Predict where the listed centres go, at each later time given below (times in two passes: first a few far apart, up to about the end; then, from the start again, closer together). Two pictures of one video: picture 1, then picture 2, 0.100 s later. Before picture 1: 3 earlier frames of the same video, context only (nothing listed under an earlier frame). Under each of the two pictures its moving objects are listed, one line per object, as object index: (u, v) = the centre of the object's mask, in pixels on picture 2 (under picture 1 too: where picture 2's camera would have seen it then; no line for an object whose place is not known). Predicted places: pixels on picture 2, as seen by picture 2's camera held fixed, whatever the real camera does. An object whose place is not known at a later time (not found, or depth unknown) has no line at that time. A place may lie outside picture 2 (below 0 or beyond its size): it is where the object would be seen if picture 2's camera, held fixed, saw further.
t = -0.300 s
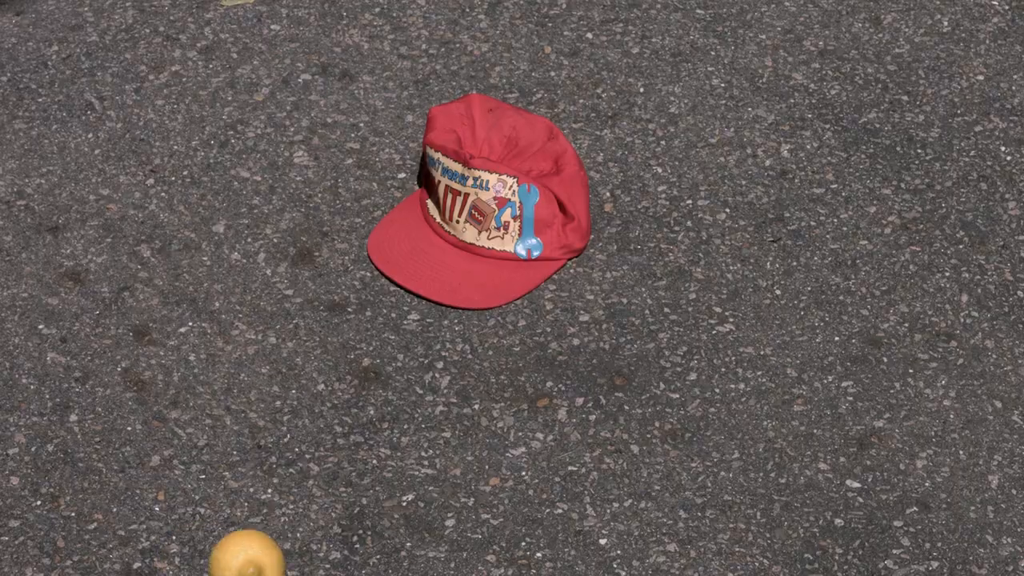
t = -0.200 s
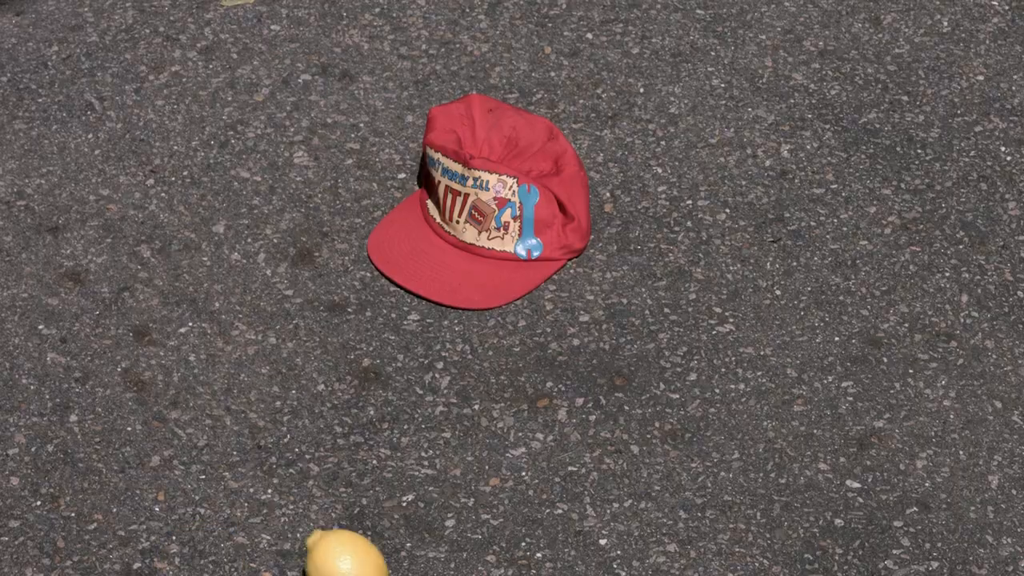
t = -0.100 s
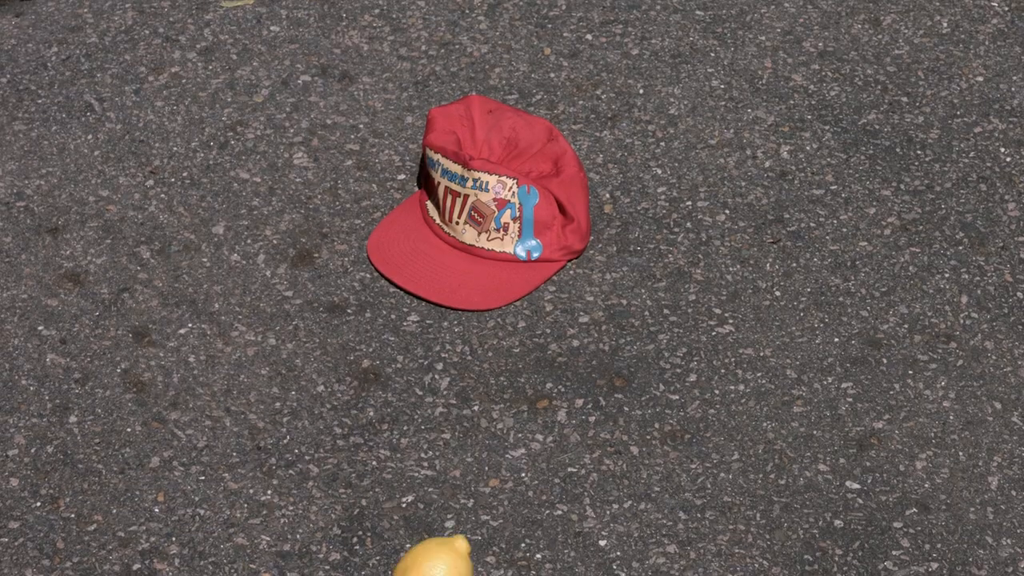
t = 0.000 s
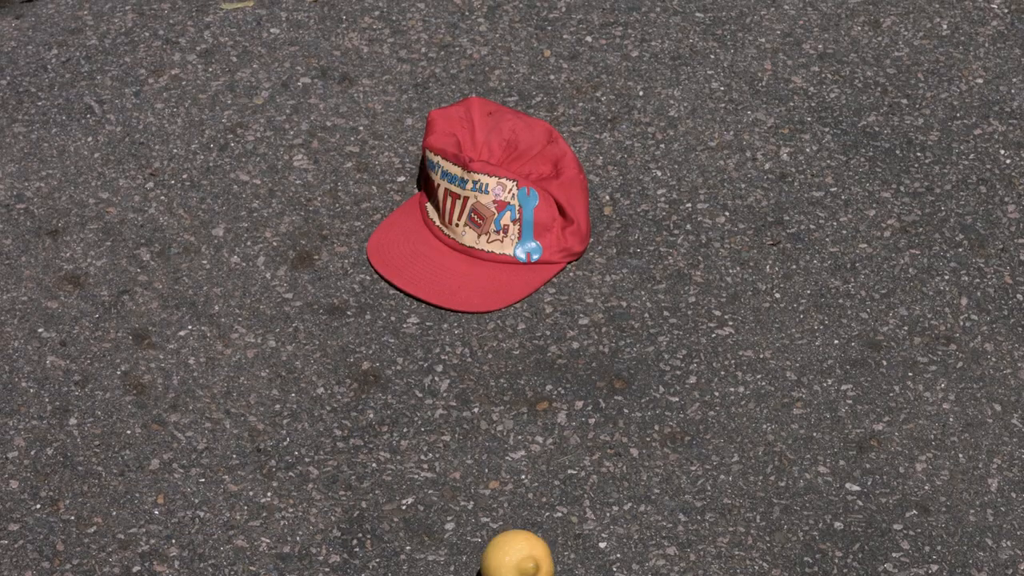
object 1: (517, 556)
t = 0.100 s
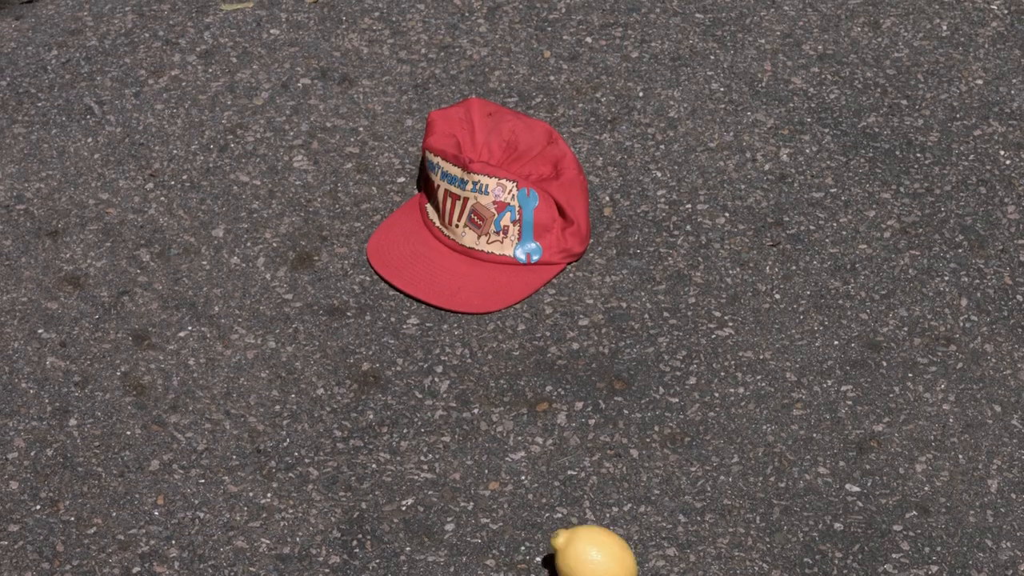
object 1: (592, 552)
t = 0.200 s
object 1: (654, 541)
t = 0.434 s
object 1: (771, 514)
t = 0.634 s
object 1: (835, 491)
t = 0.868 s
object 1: (855, 441)
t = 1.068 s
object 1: (910, 433)
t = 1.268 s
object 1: (918, 416)
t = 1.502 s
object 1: (885, 387)
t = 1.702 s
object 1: (916, 403)
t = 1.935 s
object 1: (919, 398)
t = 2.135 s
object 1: (909, 375)
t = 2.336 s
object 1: (939, 371)
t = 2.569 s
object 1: (930, 378)
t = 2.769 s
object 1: (914, 369)
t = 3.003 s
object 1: (938, 375)
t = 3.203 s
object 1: (924, 372)
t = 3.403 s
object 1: (922, 373)
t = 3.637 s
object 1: (930, 374)
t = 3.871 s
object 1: (925, 374)
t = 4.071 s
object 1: (927, 374)
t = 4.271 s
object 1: (926, 374)
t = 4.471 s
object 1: (927, 374)
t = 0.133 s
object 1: (615, 547)
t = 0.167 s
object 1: (635, 544)
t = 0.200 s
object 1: (654, 541)
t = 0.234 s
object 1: (672, 539)
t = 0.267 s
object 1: (689, 537)
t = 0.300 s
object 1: (705, 528)
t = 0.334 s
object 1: (722, 520)
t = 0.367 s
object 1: (738, 515)
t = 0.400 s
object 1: (754, 514)
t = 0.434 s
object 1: (771, 514)
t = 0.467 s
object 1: (787, 513)
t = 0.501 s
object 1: (801, 511)
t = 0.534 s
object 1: (814, 508)
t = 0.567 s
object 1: (824, 503)
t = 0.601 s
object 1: (830, 498)
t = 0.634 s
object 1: (835, 491)
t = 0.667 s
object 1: (838, 484)
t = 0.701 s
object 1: (840, 477)
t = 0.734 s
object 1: (841, 468)
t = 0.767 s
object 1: (843, 458)
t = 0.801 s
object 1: (846, 449)
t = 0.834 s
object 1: (850, 443)
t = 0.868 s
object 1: (855, 441)
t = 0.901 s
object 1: (863, 438)
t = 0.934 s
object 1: (872, 438)
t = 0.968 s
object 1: (881, 437)
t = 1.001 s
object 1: (892, 436)
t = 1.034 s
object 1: (902, 435)
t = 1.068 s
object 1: (910, 433)
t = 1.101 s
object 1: (917, 430)
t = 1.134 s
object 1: (922, 427)
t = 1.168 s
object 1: (925, 424)
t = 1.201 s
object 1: (924, 422)
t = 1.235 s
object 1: (922, 419)
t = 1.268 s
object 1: (918, 416)
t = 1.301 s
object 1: (913, 413)
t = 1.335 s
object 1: (906, 410)
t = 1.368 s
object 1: (900, 405)
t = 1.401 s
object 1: (894, 400)
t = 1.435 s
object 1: (889, 394)
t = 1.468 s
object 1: (886, 390)
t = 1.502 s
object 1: (885, 387)
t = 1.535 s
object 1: (888, 389)
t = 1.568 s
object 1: (892, 391)
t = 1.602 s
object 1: (898, 395)
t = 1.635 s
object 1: (904, 399)
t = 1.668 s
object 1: (911, 401)
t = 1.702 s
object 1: (916, 403)
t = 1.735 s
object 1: (921, 404)
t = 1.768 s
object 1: (925, 405)
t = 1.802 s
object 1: (927, 405)
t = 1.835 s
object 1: (927, 404)
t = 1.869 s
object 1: (925, 403)
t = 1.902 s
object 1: (922, 401)
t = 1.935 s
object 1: (919, 398)
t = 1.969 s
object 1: (915, 395)
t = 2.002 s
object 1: (912, 391)
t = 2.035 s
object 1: (910, 386)
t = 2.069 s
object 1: (908, 381)
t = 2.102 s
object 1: (908, 378)
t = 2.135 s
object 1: (909, 375)
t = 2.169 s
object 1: (912, 374)
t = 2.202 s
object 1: (916, 372)
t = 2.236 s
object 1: (922, 371)
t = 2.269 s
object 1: (928, 371)
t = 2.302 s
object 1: (934, 370)
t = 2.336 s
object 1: (939, 371)
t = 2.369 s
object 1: (942, 372)
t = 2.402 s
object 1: (945, 373)
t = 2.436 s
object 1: (945, 375)
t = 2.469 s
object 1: (944, 376)
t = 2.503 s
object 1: (940, 377)
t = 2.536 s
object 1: (936, 378)
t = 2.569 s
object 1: (930, 378)
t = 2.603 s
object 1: (924, 377)
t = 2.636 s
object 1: (919, 375)
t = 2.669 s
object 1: (915, 374)
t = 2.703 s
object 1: (913, 372)
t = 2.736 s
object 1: (912, 370)
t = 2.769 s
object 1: (914, 369)
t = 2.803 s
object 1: (917, 370)
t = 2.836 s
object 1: (920, 370)
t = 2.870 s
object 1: (925, 372)
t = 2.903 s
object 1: (930, 373)
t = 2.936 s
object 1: (934, 374)
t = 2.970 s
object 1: (937, 375)
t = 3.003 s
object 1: (938, 375)
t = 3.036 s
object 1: (939, 376)
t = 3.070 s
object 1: (938, 376)
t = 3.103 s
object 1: (936, 375)
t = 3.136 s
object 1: (933, 375)
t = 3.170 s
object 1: (929, 374)
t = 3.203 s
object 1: (924, 372)
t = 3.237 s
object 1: (921, 371)
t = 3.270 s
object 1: (919, 371)
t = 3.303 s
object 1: (918, 370)
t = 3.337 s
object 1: (919, 371)
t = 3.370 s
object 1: (920, 372)
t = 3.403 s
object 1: (922, 373)
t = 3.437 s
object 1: (926, 374)
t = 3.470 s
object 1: (929, 375)
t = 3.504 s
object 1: (932, 375)
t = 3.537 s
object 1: (933, 374)
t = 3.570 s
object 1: (933, 373)
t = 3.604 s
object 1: (932, 373)
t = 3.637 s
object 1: (930, 374)
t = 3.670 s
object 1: (928, 374)
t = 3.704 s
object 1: (925, 375)
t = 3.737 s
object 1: (923, 374)
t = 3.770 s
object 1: (922, 374)
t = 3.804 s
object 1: (922, 374)
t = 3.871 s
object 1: (925, 374)
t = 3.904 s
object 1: (929, 374)
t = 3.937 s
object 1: (930, 374)
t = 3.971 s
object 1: (928, 374)
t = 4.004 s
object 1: (924, 374)
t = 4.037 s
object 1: (924, 374)
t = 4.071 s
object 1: (927, 374)
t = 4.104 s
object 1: (927, 373)
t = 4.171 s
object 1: (926, 374)
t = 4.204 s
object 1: (926, 374)
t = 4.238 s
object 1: (927, 374)
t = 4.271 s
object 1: (926, 374)
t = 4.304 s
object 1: (926, 374)
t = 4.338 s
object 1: (927, 374)
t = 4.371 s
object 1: (926, 374)
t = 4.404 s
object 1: (926, 374)
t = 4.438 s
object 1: (927, 374)
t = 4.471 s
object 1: (927, 374)
